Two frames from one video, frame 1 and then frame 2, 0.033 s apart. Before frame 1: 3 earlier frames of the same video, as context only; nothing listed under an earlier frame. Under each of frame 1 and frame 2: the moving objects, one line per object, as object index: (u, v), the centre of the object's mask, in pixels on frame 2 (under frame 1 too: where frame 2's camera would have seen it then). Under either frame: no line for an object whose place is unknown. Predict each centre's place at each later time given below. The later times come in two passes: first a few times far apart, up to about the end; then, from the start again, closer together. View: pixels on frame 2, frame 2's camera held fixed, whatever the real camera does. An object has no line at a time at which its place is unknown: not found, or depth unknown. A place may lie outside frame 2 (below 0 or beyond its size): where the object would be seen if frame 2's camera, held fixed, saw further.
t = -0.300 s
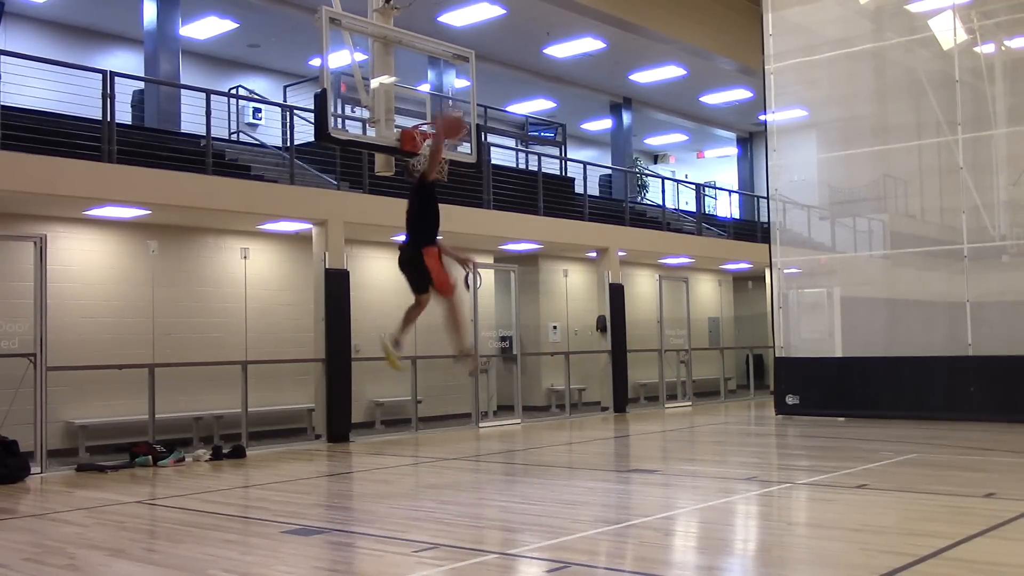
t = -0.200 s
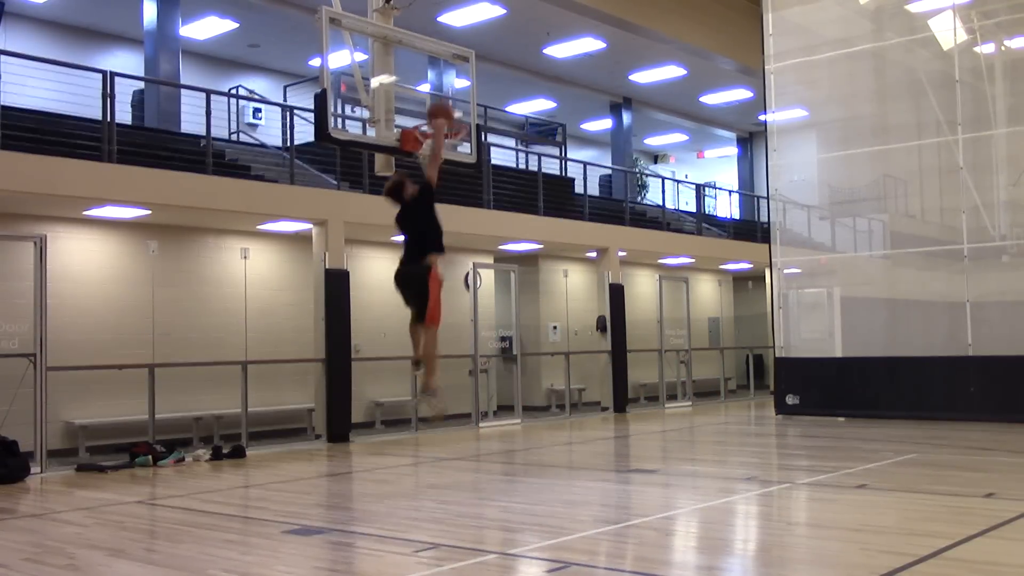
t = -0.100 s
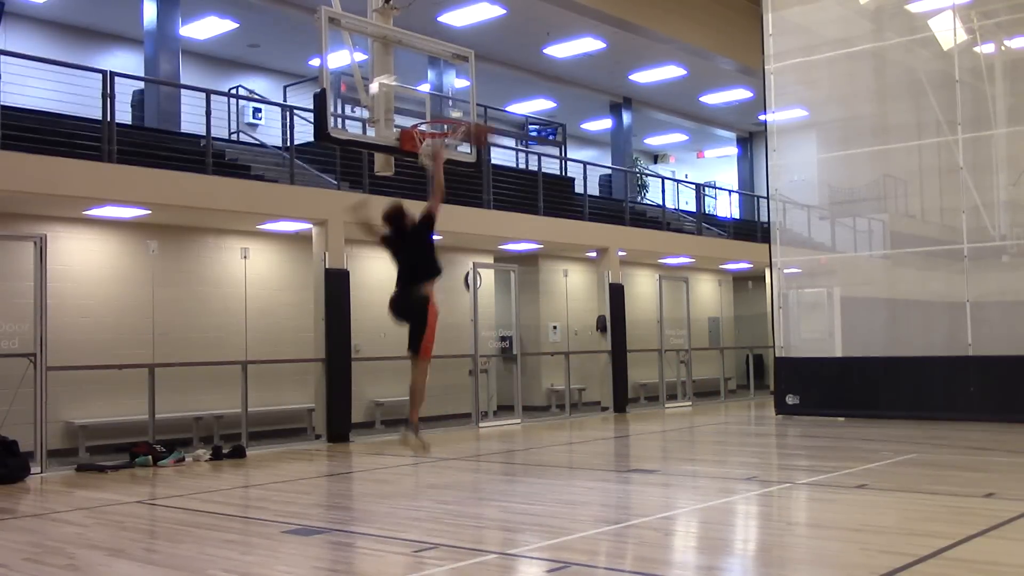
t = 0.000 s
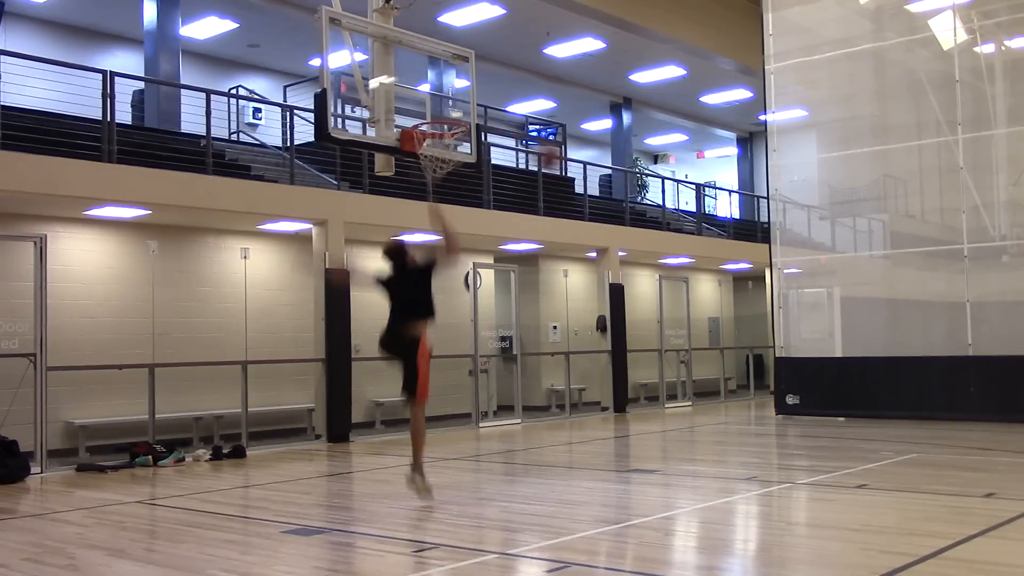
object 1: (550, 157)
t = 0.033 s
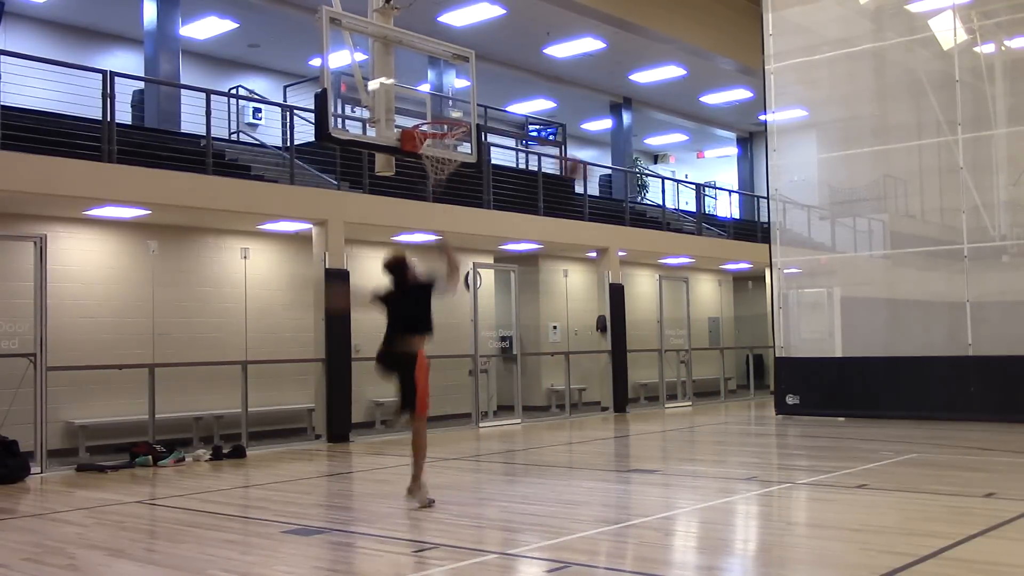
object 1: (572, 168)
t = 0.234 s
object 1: (715, 257)
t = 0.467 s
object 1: (890, 424)
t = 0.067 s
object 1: (599, 179)
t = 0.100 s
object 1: (622, 193)
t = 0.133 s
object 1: (646, 210)
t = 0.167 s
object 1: (671, 225)
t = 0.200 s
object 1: (692, 242)
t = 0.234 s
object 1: (715, 257)
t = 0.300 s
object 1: (763, 296)
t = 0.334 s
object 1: (792, 322)
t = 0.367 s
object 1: (814, 344)
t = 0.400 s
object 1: (842, 375)
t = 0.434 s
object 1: (864, 397)
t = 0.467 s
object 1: (890, 424)
